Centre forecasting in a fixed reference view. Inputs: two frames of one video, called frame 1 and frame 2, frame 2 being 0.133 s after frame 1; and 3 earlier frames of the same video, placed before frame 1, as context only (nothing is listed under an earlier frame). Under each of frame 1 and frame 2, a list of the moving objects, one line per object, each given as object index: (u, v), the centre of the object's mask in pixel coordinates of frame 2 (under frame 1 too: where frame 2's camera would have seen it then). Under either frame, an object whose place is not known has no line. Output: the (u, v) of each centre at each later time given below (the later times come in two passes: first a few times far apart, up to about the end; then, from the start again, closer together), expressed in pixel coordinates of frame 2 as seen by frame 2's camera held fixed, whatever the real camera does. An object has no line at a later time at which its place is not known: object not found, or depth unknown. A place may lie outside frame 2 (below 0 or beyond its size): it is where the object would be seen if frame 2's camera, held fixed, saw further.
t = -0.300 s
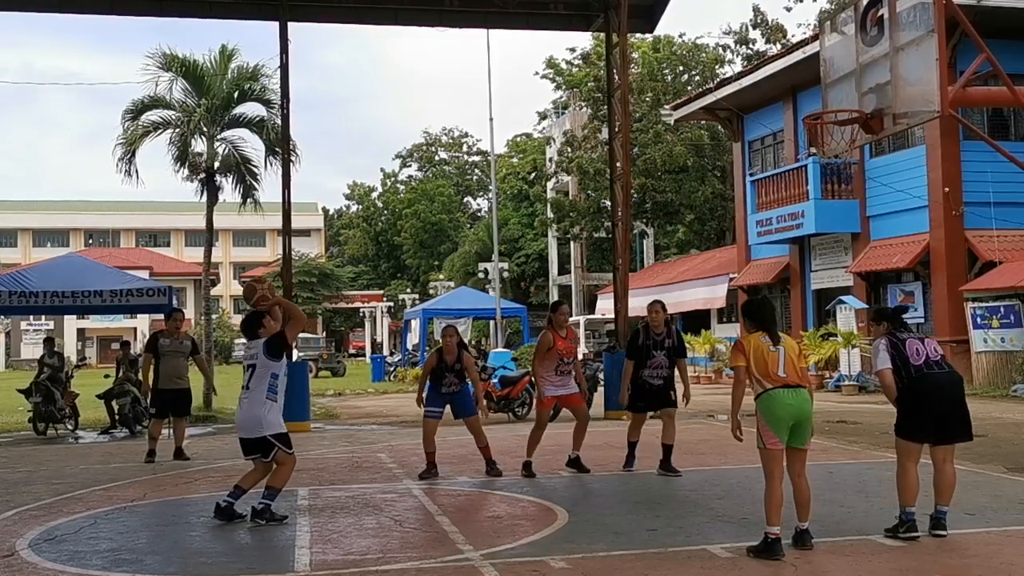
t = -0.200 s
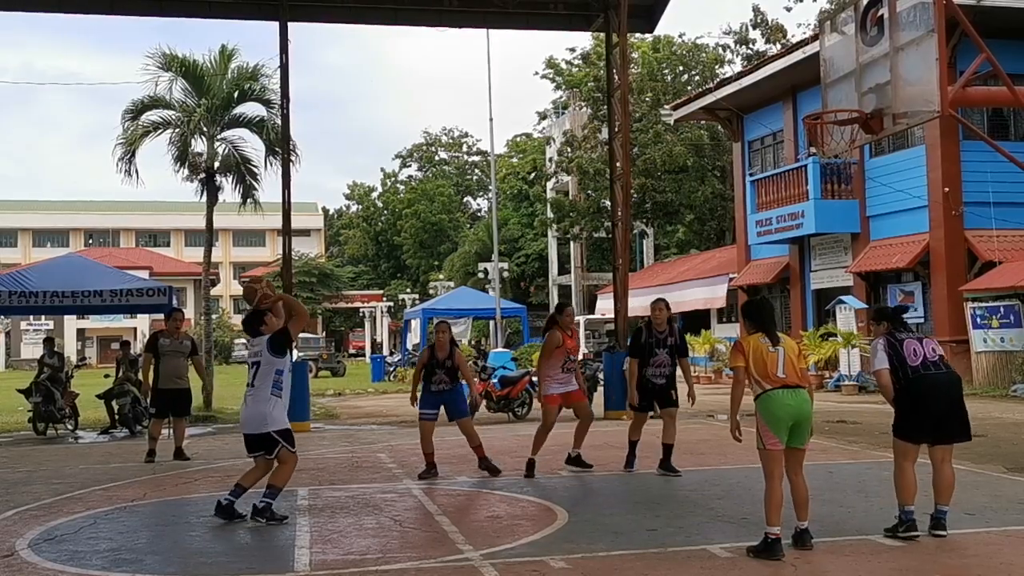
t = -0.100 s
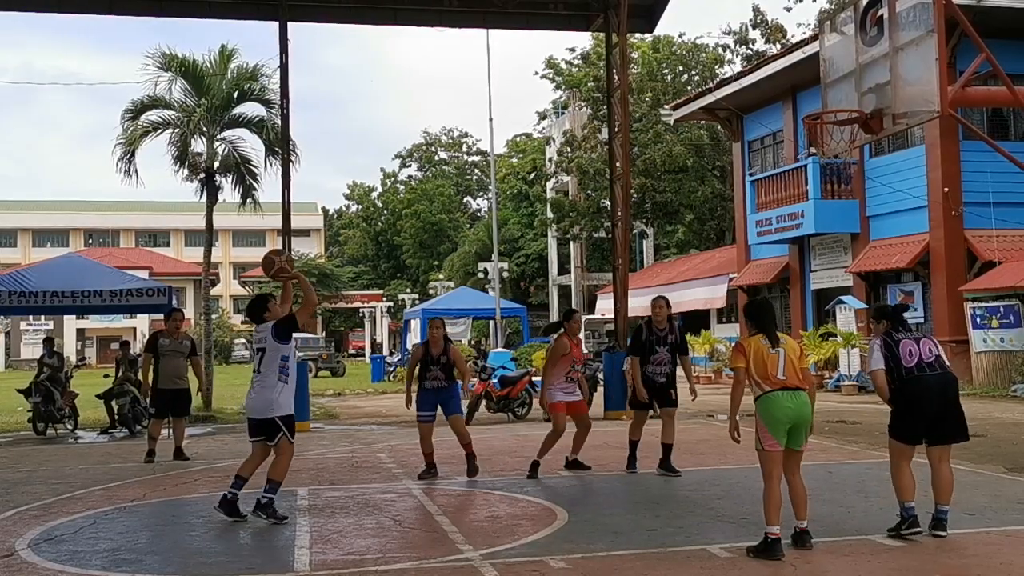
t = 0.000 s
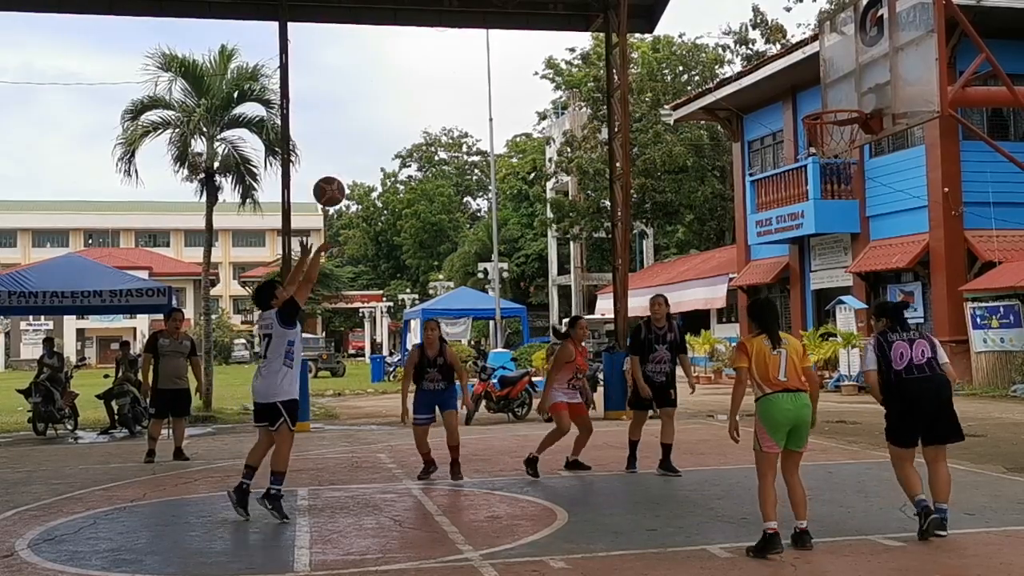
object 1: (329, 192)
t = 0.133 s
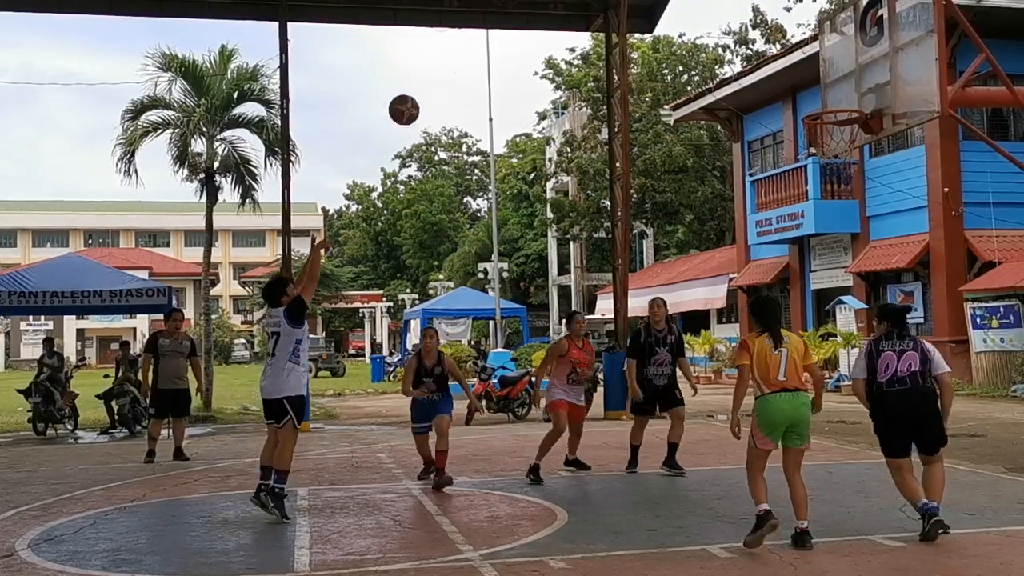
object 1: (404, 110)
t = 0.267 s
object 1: (477, 53)
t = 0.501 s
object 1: (599, 12)
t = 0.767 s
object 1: (731, 44)
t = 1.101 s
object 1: (857, 160)
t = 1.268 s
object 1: (868, 195)
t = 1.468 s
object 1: (881, 278)
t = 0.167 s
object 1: (422, 93)
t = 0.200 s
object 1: (440, 78)
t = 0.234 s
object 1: (459, 65)
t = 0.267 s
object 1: (477, 53)
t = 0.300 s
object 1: (494, 42)
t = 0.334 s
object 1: (512, 34)
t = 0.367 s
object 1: (530, 26)
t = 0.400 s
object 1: (547, 20)
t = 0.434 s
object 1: (564, 14)
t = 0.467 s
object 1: (581, 12)
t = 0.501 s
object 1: (599, 12)
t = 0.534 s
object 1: (616, 11)
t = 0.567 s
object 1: (633, 12)
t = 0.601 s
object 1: (649, 13)
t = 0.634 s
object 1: (666, 16)
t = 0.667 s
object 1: (683, 22)
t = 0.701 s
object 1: (700, 28)
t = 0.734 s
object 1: (716, 36)
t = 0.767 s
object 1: (731, 44)
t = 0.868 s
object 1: (781, 78)
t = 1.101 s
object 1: (857, 160)
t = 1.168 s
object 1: (862, 169)
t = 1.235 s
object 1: (866, 186)
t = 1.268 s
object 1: (868, 195)
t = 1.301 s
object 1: (870, 207)
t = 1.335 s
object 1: (872, 219)
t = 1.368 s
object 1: (875, 232)
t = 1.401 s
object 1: (877, 247)
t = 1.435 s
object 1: (879, 262)
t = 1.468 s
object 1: (881, 278)
